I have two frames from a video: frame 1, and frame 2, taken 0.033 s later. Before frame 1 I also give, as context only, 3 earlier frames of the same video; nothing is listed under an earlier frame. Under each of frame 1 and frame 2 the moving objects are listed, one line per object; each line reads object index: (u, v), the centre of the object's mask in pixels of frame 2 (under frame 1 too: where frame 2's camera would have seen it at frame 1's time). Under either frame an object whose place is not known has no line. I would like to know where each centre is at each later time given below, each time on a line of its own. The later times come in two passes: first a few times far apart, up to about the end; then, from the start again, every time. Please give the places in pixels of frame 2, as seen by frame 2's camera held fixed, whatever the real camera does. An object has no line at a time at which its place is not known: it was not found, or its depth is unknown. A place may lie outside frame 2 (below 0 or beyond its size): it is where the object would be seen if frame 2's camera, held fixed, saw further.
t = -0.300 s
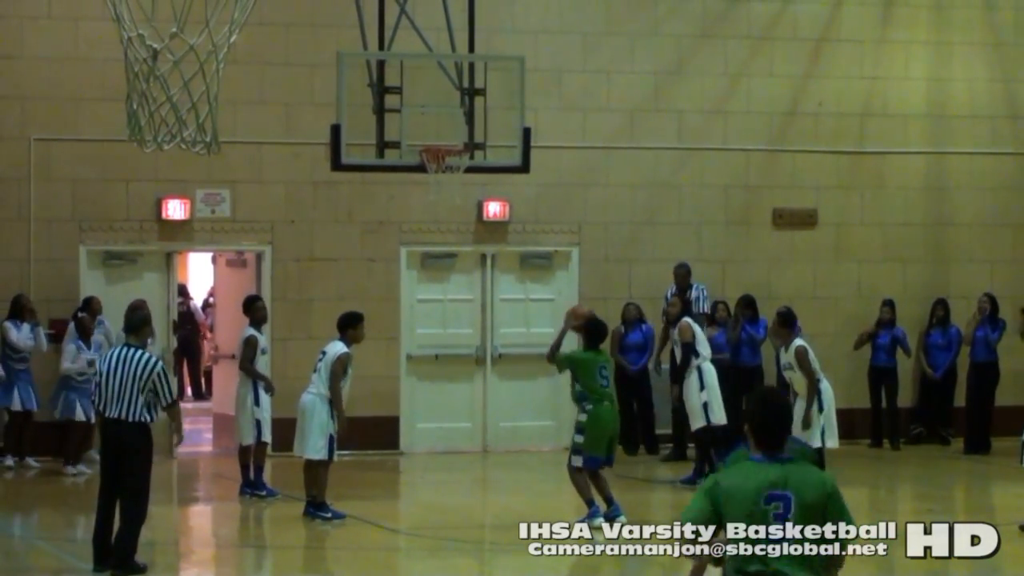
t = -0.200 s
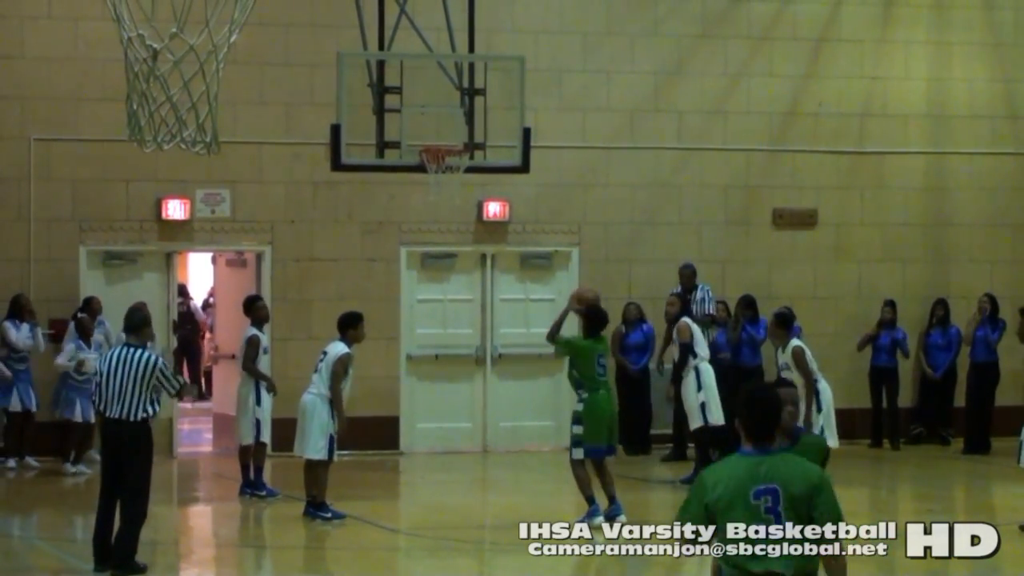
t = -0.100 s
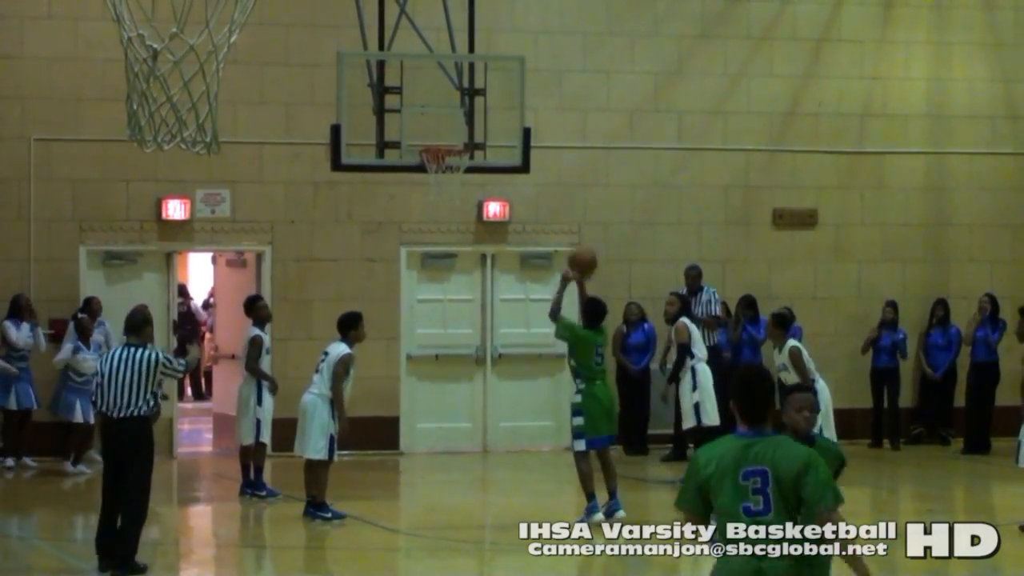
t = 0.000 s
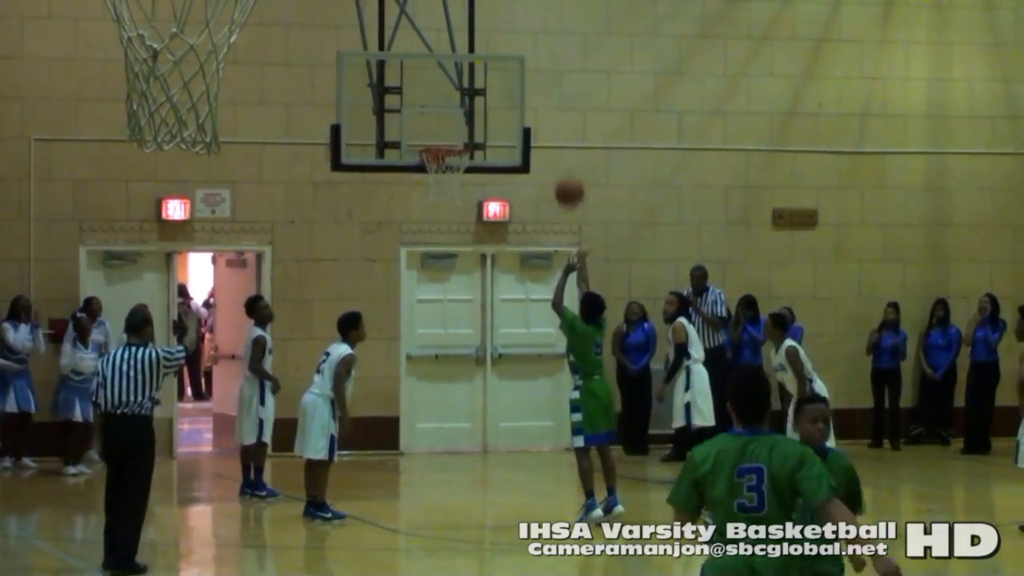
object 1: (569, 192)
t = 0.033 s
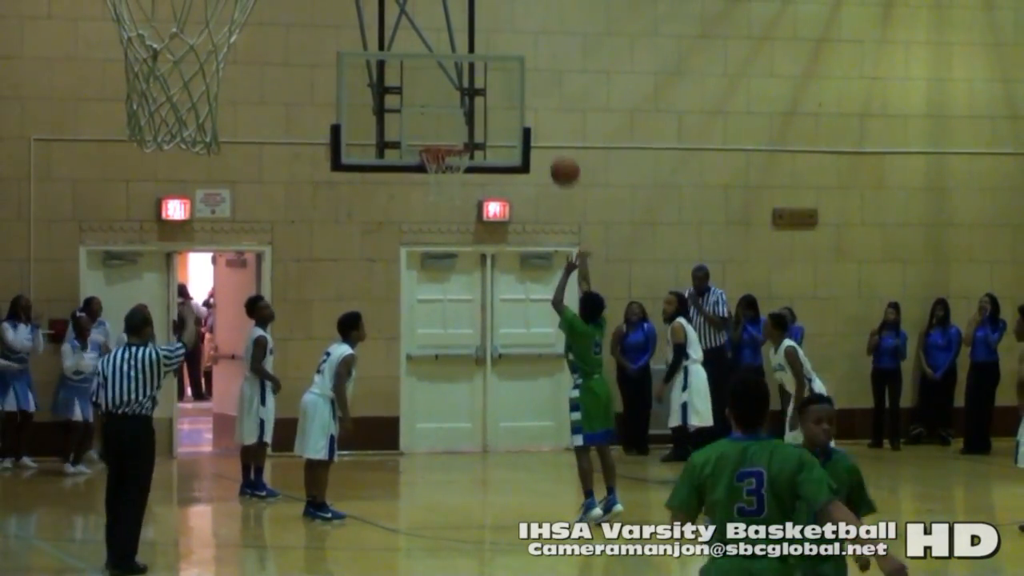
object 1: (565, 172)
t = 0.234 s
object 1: (538, 78)
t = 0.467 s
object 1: (509, 34)
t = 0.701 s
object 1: (483, 52)
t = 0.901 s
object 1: (460, 113)
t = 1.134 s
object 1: (440, 179)
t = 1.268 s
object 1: (435, 209)
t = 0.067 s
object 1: (560, 152)
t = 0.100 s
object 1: (556, 134)
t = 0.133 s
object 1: (551, 117)
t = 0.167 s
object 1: (547, 103)
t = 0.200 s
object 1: (543, 90)
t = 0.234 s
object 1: (538, 78)
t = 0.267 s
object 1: (535, 68)
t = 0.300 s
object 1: (530, 59)
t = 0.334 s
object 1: (526, 51)
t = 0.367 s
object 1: (522, 45)
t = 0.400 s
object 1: (518, 40)
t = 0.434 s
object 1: (514, 37)
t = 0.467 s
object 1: (509, 34)
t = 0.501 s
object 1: (506, 33)
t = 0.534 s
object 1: (502, 33)
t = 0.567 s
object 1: (498, 35)
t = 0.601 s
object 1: (494, 37)
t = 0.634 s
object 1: (490, 41)
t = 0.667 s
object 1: (486, 46)
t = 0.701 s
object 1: (483, 52)
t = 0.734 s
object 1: (479, 60)
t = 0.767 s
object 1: (475, 67)
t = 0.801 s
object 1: (472, 78)
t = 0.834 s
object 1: (467, 87)
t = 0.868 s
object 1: (464, 100)
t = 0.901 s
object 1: (460, 113)
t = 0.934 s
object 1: (457, 127)
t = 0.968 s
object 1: (456, 140)
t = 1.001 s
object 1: (453, 145)
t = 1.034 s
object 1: (449, 165)
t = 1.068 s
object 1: (451, 167)
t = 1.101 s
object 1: (442, 180)
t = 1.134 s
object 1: (440, 179)
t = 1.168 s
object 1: (439, 183)
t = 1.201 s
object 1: (438, 192)
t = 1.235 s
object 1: (436, 200)
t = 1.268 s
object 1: (435, 209)
